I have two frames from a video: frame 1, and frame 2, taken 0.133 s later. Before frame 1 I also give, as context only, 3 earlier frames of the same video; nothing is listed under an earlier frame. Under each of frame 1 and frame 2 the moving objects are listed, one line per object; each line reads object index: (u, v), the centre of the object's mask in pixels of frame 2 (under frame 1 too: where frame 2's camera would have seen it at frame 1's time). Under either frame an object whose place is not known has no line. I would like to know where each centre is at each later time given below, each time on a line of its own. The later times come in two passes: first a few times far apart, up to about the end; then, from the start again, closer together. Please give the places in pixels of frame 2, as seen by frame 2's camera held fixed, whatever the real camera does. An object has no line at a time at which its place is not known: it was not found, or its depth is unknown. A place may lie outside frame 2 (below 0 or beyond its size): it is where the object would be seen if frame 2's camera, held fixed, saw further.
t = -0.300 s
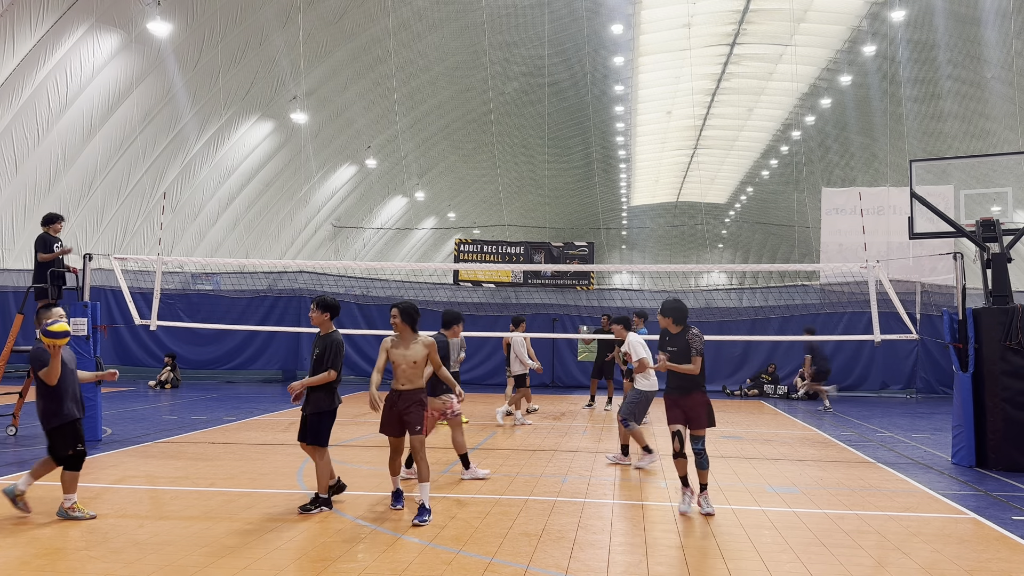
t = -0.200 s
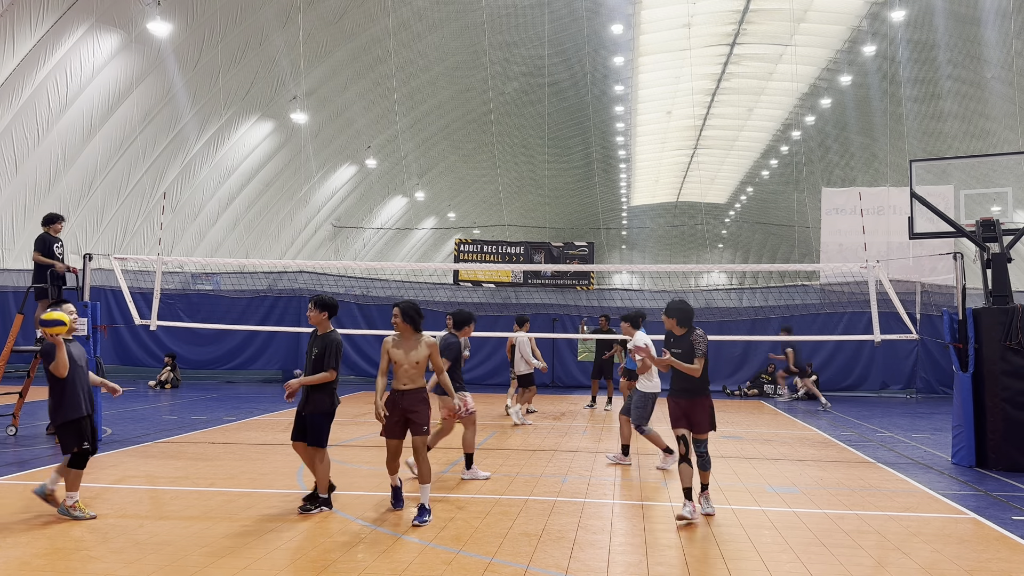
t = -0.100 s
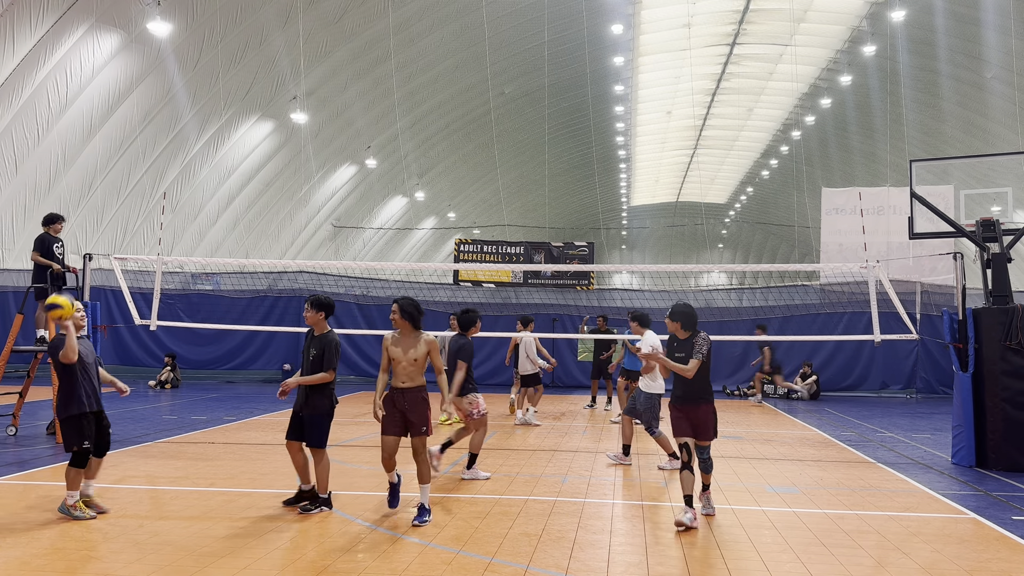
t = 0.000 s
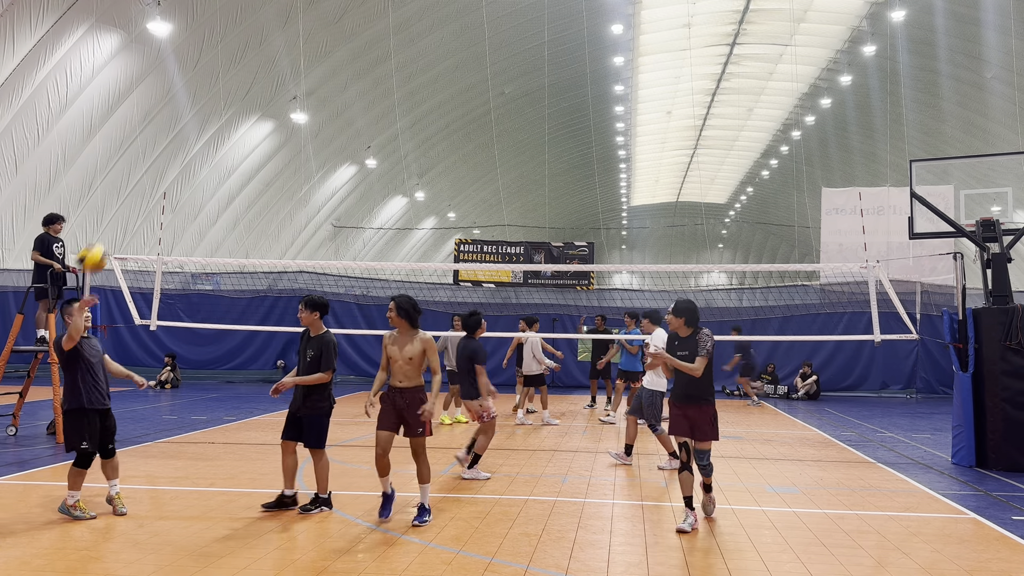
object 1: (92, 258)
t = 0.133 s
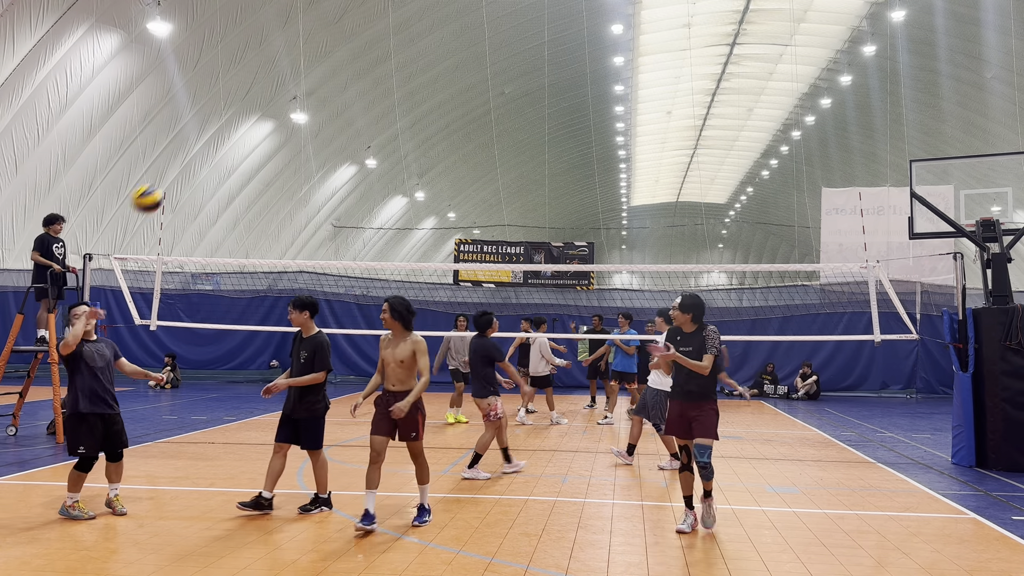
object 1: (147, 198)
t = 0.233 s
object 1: (189, 169)
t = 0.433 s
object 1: (272, 148)
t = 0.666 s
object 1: (366, 188)
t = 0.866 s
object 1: (447, 279)
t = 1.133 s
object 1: (553, 482)
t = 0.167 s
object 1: (161, 188)
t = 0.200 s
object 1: (174, 178)
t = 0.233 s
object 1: (189, 169)
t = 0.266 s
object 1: (202, 162)
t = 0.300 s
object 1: (215, 157)
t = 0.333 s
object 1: (229, 153)
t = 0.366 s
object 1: (243, 150)
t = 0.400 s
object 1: (258, 148)
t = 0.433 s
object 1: (272, 148)
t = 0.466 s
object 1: (285, 150)
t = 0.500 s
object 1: (298, 152)
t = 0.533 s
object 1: (312, 157)
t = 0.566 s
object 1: (326, 162)
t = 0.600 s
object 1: (338, 169)
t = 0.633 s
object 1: (353, 179)
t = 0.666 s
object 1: (366, 188)
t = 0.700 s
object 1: (378, 200)
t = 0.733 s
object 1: (392, 213)
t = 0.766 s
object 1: (405, 227)
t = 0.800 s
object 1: (420, 244)
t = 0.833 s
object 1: (432, 261)
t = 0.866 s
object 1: (447, 279)
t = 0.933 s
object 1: (473, 319)
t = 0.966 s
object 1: (488, 342)
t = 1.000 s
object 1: (500, 368)
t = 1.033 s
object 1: (511, 393)
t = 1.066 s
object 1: (526, 422)
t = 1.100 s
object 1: (538, 451)
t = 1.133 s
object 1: (553, 482)
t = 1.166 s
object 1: (567, 517)
